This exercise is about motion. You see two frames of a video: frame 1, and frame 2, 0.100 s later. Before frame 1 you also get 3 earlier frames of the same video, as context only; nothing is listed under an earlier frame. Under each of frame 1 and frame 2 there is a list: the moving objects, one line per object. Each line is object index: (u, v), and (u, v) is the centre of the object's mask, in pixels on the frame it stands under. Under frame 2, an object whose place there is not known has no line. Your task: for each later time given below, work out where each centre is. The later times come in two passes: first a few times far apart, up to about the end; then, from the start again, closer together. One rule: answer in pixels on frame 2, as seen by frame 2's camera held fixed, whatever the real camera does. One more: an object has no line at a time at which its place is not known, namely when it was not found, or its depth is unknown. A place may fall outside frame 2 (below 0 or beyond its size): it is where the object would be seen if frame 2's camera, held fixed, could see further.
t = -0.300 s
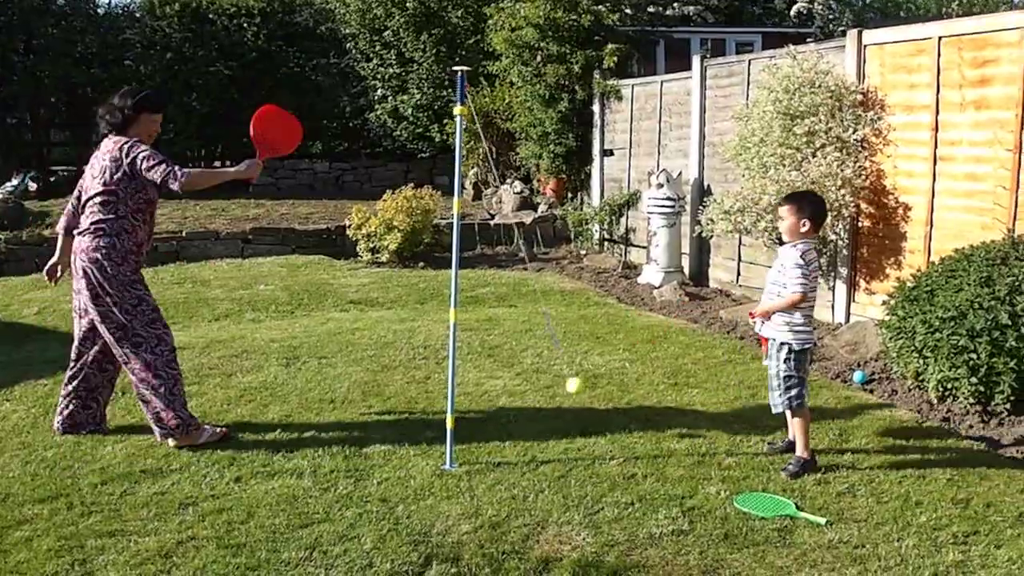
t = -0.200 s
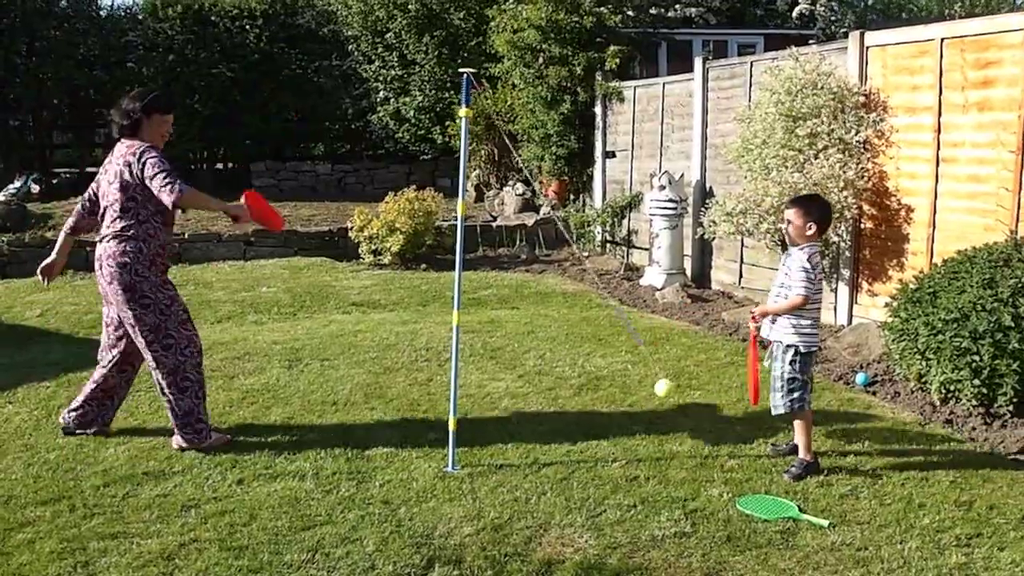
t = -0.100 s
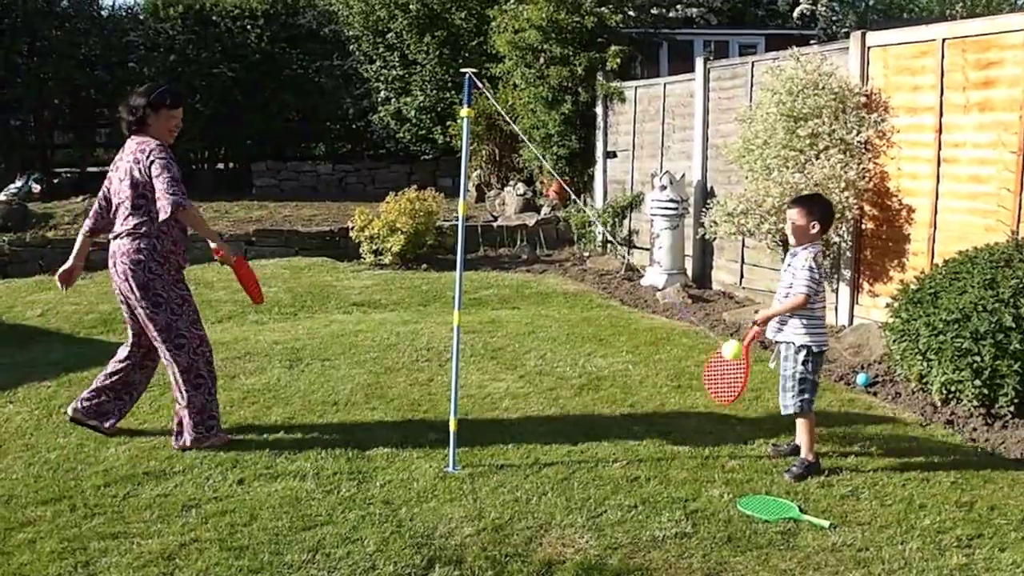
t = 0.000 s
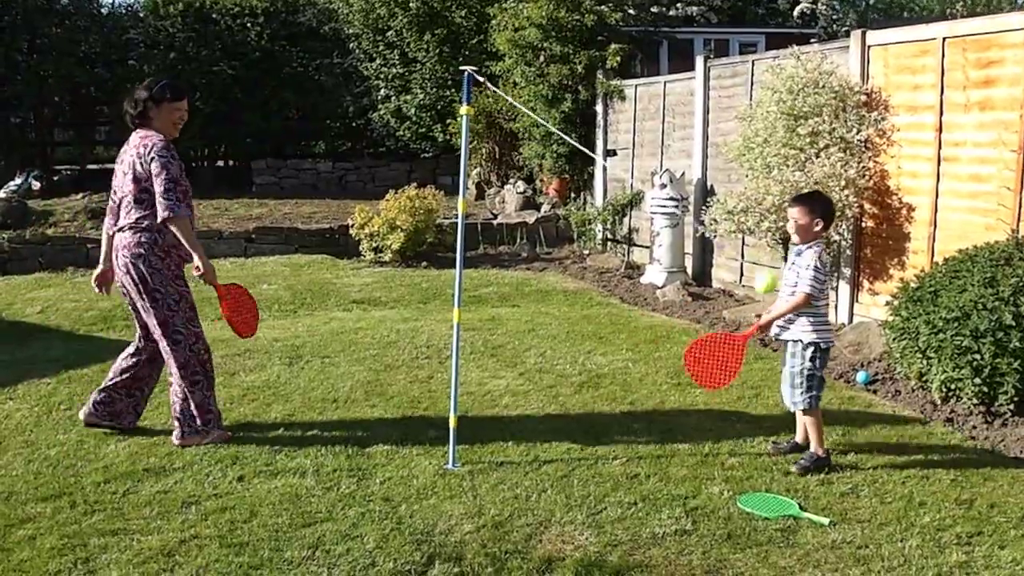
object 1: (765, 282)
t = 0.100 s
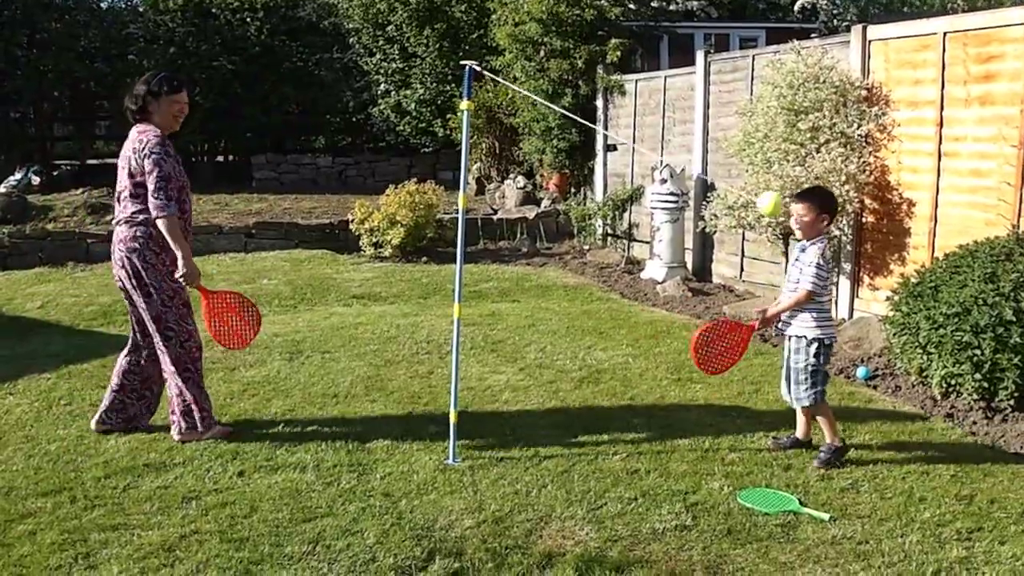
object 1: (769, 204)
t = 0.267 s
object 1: (702, 106)
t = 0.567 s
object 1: (487, 182)
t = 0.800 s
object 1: (338, 384)
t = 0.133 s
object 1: (762, 178)
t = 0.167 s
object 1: (751, 156)
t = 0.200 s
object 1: (736, 137)
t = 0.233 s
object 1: (721, 119)
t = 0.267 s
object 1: (702, 106)
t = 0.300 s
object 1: (683, 97)
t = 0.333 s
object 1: (662, 92)
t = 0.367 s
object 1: (640, 91)
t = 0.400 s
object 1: (617, 95)
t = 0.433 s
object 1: (593, 103)
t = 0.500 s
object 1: (541, 134)
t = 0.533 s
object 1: (515, 156)
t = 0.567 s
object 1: (487, 182)
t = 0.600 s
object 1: (460, 211)
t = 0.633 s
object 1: (434, 242)
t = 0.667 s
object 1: (406, 273)
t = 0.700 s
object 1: (386, 306)
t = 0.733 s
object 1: (366, 335)
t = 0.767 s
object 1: (349, 362)
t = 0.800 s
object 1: (338, 384)
